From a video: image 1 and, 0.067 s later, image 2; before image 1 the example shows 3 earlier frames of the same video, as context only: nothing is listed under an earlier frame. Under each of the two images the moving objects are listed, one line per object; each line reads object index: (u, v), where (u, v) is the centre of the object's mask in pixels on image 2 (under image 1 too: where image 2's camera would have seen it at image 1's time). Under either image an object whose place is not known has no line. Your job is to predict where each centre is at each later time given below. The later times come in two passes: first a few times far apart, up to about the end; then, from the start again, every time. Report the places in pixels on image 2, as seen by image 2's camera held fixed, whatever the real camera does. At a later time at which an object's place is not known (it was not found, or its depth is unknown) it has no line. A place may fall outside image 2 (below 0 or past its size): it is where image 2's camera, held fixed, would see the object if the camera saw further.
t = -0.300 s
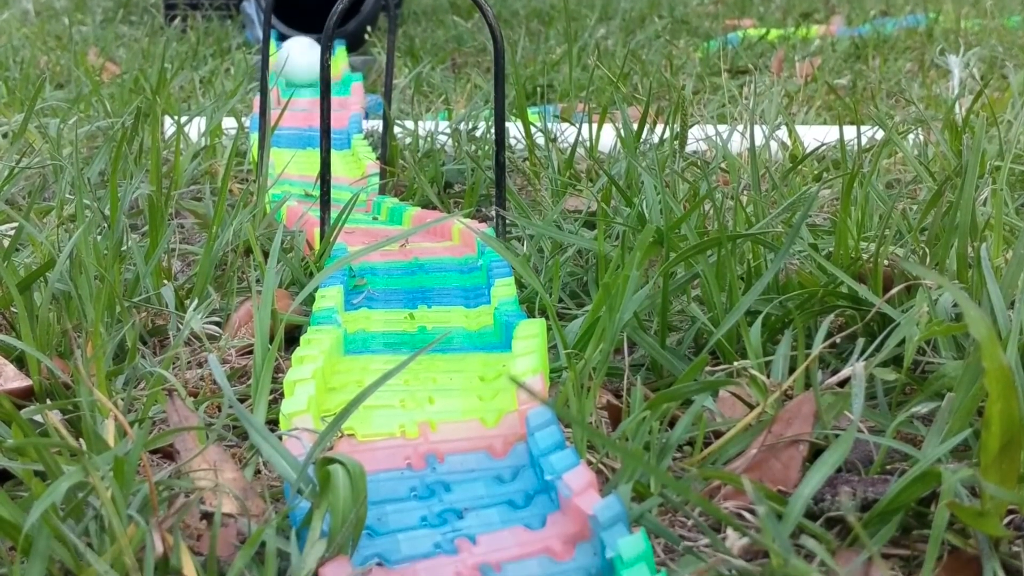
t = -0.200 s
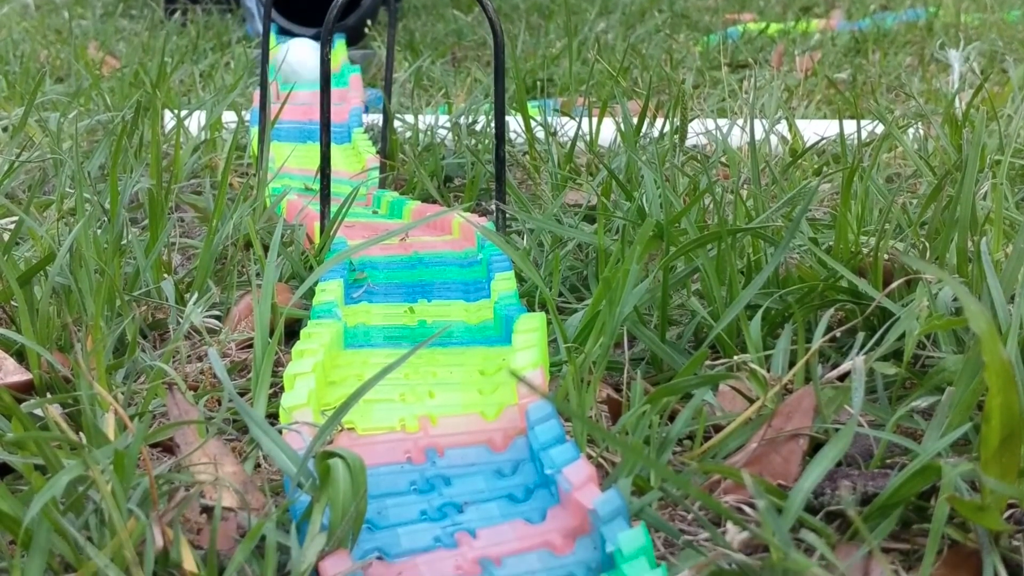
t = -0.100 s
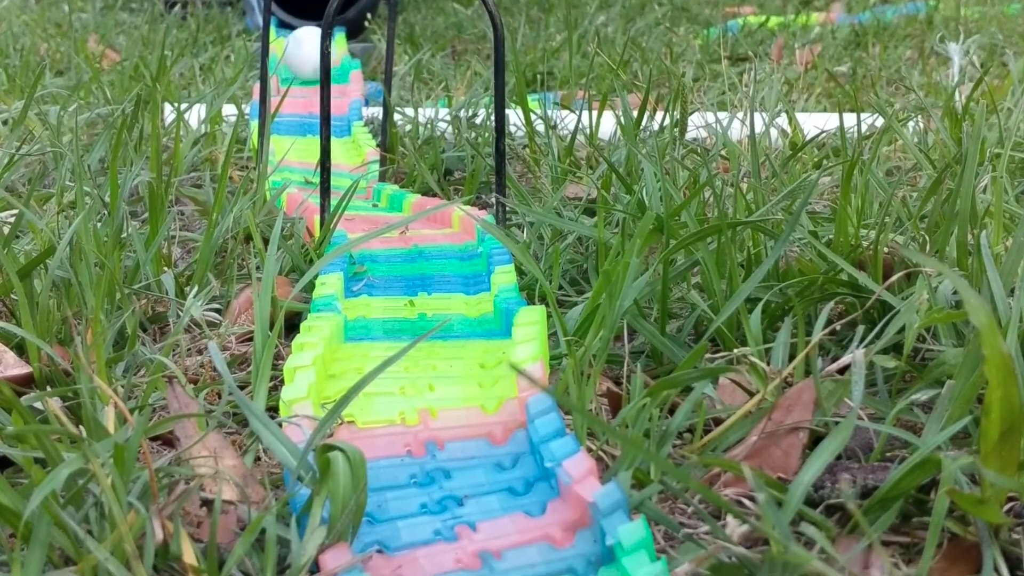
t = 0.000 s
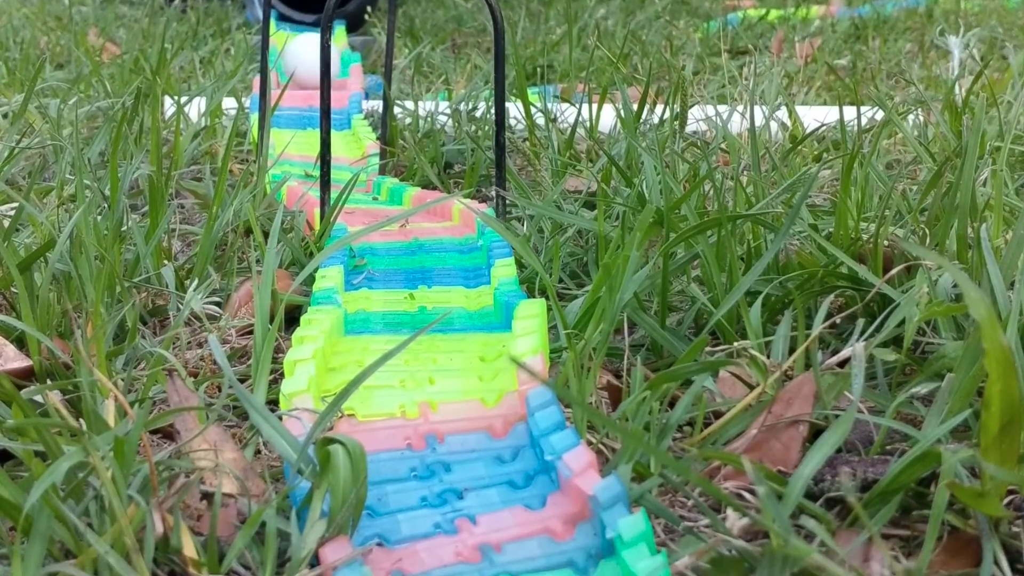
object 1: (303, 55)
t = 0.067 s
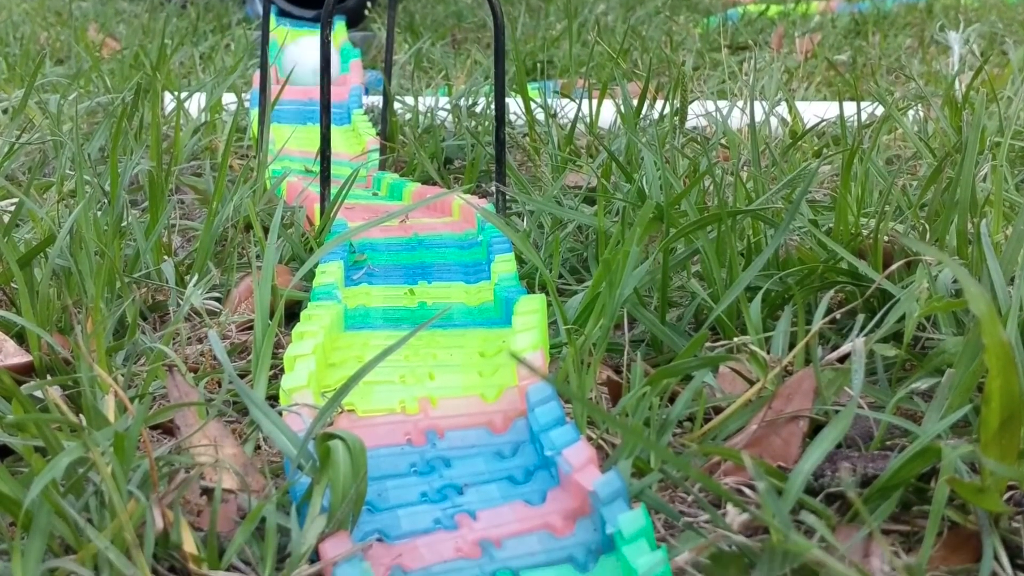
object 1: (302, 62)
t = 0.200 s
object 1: (316, 64)
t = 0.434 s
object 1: (332, 128)
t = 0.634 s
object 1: (358, 158)
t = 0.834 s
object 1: (375, 179)
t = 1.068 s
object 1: (425, 225)
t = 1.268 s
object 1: (452, 270)
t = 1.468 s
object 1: (453, 284)
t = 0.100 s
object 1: (302, 59)
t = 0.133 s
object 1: (310, 55)
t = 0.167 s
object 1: (312, 56)
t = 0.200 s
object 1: (316, 64)
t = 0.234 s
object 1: (319, 76)
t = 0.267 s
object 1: (321, 90)
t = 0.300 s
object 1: (321, 95)
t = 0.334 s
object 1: (321, 98)
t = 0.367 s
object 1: (322, 106)
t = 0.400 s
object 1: (321, 120)
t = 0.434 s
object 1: (332, 128)
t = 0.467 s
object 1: (334, 137)
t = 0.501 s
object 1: (341, 145)
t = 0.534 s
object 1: (357, 147)
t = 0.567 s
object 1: (358, 146)
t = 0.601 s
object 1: (357, 153)
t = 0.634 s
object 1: (358, 158)
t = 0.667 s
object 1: (359, 161)
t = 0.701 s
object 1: (361, 165)
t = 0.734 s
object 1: (364, 168)
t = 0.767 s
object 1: (367, 173)
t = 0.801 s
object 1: (370, 176)
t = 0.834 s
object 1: (375, 179)
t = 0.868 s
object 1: (381, 178)
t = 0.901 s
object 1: (391, 185)
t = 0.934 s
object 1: (400, 194)
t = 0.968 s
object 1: (407, 204)
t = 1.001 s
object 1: (414, 213)
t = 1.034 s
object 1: (420, 218)
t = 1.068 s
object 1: (425, 225)
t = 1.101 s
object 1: (429, 236)
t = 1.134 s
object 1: (436, 250)
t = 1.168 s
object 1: (439, 257)
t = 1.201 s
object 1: (443, 265)
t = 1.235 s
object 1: (448, 268)
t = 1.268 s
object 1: (452, 270)
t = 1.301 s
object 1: (456, 274)
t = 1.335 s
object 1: (460, 278)
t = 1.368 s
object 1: (462, 278)
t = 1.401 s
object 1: (462, 275)
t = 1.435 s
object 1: (458, 279)
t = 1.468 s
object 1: (453, 284)
